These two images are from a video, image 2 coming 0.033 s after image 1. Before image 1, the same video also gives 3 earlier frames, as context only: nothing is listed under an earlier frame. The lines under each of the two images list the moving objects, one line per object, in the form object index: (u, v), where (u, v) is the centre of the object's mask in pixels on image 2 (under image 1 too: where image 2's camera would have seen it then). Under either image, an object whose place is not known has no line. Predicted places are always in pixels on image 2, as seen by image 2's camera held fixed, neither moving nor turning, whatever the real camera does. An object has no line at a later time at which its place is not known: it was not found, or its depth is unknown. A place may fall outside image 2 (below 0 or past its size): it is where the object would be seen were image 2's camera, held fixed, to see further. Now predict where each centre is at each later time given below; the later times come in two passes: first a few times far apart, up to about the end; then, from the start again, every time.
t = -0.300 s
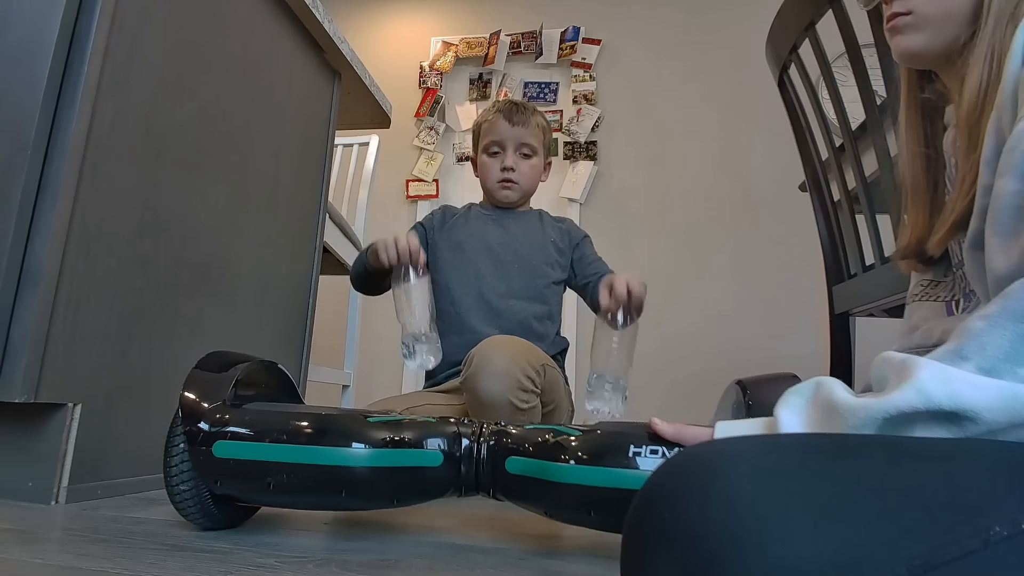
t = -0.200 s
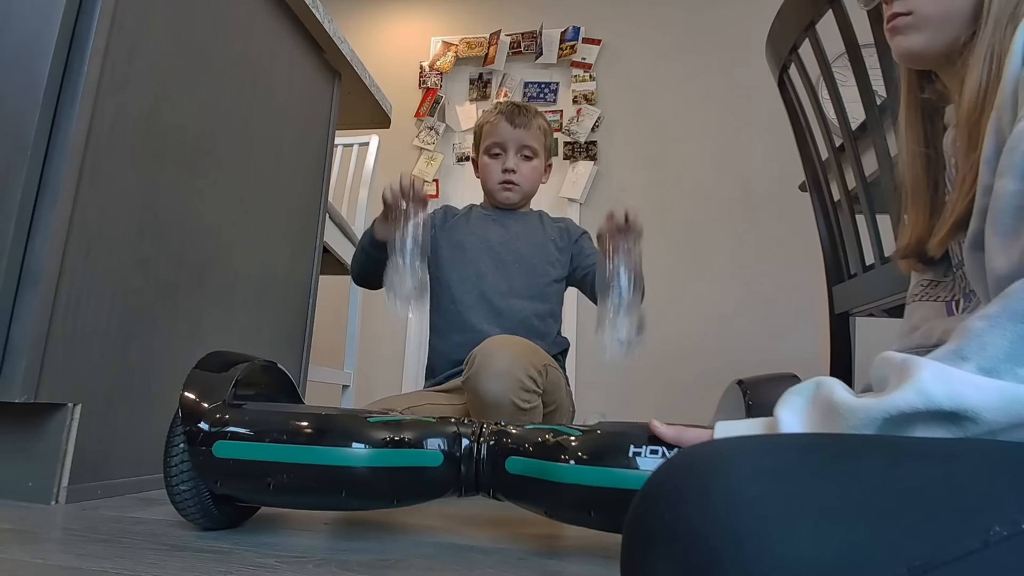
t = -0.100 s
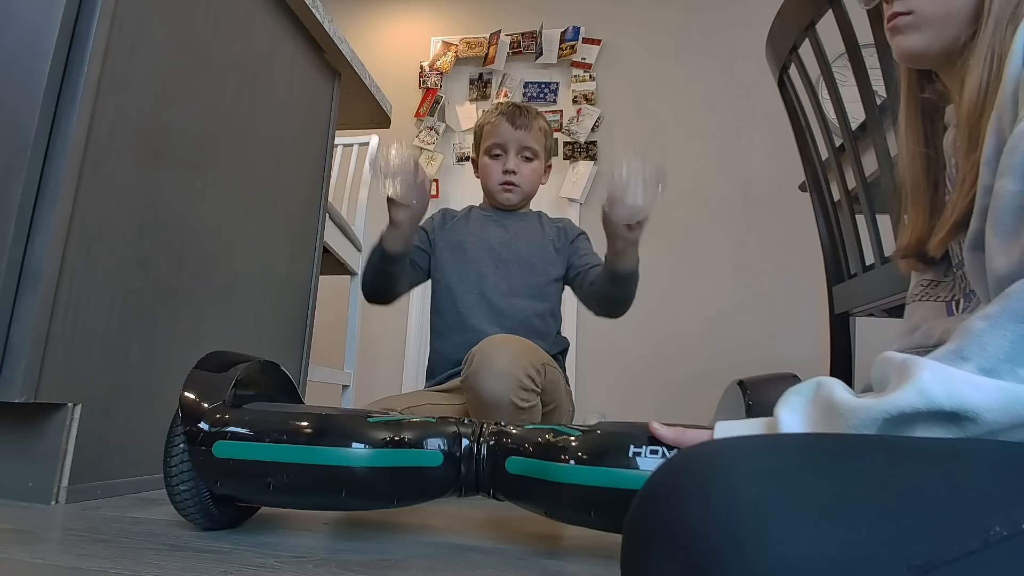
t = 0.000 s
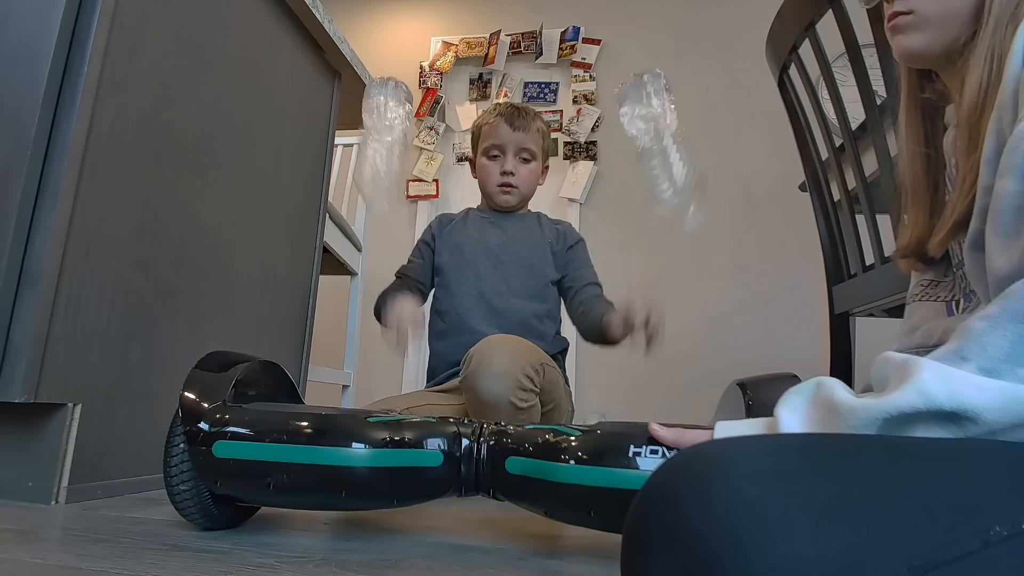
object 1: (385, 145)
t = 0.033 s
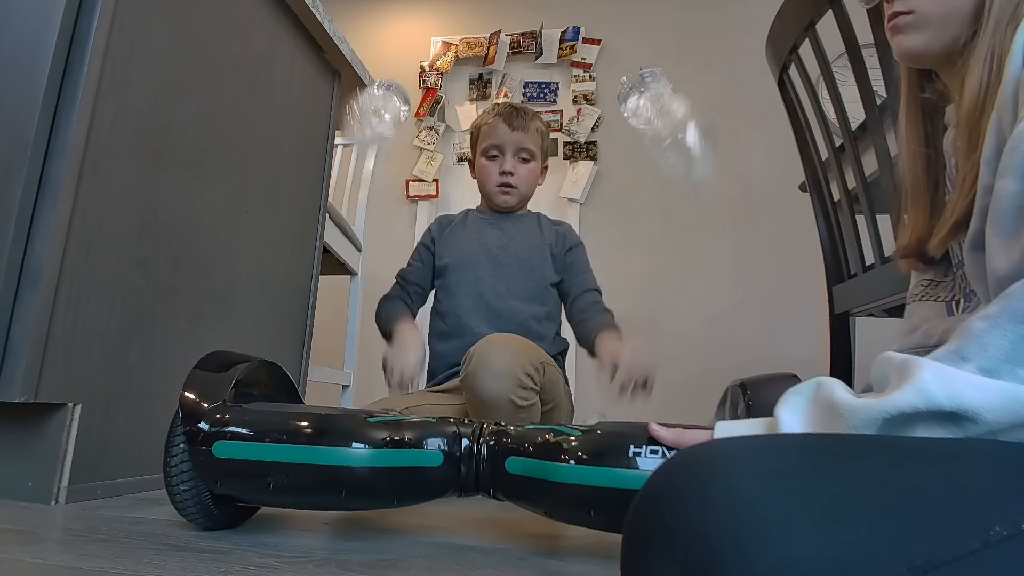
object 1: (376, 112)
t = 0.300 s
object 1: (324, 324)
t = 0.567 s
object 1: (331, 325)
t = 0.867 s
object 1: (329, 325)
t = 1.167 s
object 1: (328, 325)
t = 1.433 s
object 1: (328, 325)
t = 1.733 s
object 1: (328, 325)
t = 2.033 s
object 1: (328, 325)
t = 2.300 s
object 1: (328, 325)
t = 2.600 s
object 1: (328, 325)
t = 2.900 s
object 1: (328, 325)
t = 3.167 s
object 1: (328, 324)
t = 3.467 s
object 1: (328, 324)
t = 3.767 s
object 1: (328, 324)
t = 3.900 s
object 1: (327, 325)
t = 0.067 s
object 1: (368, 99)
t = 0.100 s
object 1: (364, 93)
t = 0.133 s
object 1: (361, 112)
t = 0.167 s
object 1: (353, 147)
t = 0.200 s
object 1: (345, 187)
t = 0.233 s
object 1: (336, 244)
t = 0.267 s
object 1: (324, 318)
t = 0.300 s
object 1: (324, 324)
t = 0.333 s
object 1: (326, 326)
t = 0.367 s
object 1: (327, 326)
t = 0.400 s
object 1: (327, 326)
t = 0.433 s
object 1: (326, 326)
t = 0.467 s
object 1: (327, 325)
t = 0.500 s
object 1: (330, 324)
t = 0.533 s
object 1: (333, 325)
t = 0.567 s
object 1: (331, 325)
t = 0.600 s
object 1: (327, 324)
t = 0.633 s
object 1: (325, 324)
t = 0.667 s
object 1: (327, 324)
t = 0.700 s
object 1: (329, 324)
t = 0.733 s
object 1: (330, 325)
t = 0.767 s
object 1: (328, 324)
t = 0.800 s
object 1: (327, 324)
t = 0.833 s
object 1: (328, 324)
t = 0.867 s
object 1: (329, 325)
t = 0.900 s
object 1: (329, 325)
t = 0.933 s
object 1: (328, 325)
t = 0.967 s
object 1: (328, 325)
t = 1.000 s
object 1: (328, 325)
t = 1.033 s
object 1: (329, 325)
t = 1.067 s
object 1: (329, 325)
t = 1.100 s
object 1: (329, 325)
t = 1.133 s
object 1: (328, 325)
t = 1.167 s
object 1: (328, 325)
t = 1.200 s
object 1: (328, 325)
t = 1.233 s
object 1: (328, 325)
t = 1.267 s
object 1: (328, 325)
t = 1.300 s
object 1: (328, 325)
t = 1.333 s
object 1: (328, 325)
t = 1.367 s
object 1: (328, 325)
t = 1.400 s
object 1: (328, 325)
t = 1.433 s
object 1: (328, 325)
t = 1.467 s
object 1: (328, 325)
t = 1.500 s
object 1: (328, 325)
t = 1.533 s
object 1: (328, 325)
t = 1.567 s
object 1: (328, 325)
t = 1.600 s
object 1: (328, 325)
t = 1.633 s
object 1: (328, 325)
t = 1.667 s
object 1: (328, 325)
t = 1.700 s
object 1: (328, 325)
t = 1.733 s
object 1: (328, 325)
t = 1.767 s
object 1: (328, 325)
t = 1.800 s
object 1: (328, 325)
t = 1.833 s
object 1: (328, 325)
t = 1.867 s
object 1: (328, 325)
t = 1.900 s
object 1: (328, 325)
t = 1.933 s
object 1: (328, 325)
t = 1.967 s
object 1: (328, 325)
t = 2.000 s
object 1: (328, 325)
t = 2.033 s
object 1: (328, 325)
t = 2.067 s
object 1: (328, 325)
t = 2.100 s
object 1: (328, 325)
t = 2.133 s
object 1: (328, 325)
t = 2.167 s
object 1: (328, 325)
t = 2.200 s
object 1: (328, 325)
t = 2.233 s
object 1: (328, 325)
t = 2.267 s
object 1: (328, 325)
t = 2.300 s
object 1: (328, 325)
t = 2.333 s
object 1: (328, 325)
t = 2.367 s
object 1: (328, 325)
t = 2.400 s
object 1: (328, 325)
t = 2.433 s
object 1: (328, 325)
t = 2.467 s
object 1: (328, 325)
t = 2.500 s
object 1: (328, 325)
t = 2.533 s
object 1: (328, 325)
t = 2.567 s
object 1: (328, 325)
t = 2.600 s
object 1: (328, 325)
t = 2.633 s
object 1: (328, 325)
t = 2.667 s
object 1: (328, 325)
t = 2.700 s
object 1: (328, 325)
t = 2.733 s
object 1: (328, 325)
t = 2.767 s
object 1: (328, 325)
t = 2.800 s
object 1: (328, 325)
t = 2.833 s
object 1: (328, 325)
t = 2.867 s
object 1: (328, 325)
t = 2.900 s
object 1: (328, 325)
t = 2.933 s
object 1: (328, 325)
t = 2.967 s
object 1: (328, 325)
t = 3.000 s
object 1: (328, 325)
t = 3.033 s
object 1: (328, 324)
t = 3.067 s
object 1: (328, 324)
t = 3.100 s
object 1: (328, 324)
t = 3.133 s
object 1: (328, 324)
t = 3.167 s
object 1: (328, 324)
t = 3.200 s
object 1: (328, 324)
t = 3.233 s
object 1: (328, 324)
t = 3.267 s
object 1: (328, 325)
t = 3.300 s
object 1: (328, 325)
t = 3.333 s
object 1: (328, 325)
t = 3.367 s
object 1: (328, 325)
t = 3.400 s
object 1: (328, 324)
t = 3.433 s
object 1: (328, 324)
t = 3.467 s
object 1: (328, 324)
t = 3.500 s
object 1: (328, 324)
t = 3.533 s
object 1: (328, 324)
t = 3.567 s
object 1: (328, 324)
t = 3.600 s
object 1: (328, 324)
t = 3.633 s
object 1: (328, 324)
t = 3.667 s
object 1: (328, 324)
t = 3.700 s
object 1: (328, 324)
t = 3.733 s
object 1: (328, 324)
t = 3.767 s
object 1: (328, 324)
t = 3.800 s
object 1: (328, 324)
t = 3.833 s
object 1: (328, 325)
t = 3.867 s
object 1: (327, 325)
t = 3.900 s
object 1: (327, 325)
